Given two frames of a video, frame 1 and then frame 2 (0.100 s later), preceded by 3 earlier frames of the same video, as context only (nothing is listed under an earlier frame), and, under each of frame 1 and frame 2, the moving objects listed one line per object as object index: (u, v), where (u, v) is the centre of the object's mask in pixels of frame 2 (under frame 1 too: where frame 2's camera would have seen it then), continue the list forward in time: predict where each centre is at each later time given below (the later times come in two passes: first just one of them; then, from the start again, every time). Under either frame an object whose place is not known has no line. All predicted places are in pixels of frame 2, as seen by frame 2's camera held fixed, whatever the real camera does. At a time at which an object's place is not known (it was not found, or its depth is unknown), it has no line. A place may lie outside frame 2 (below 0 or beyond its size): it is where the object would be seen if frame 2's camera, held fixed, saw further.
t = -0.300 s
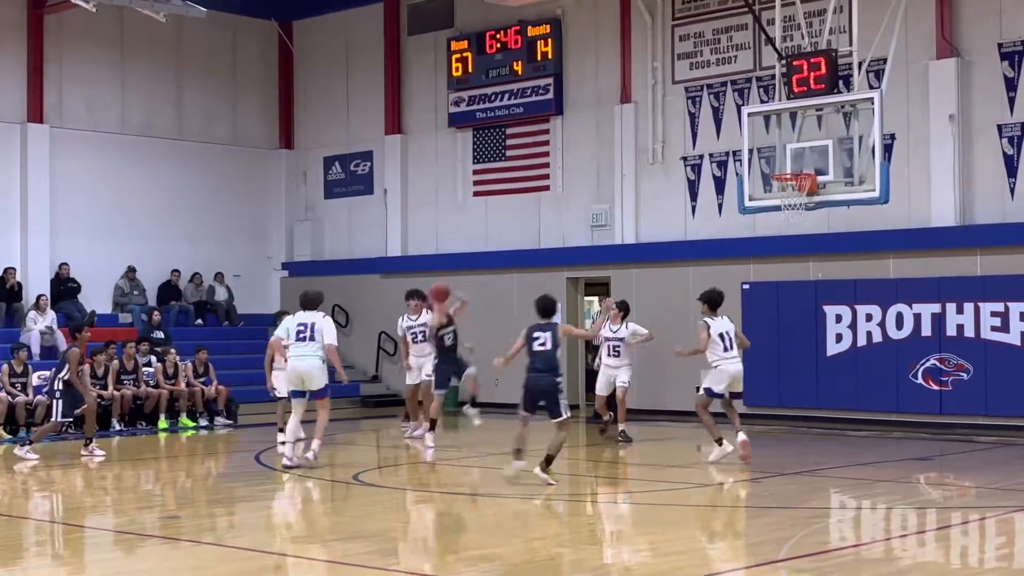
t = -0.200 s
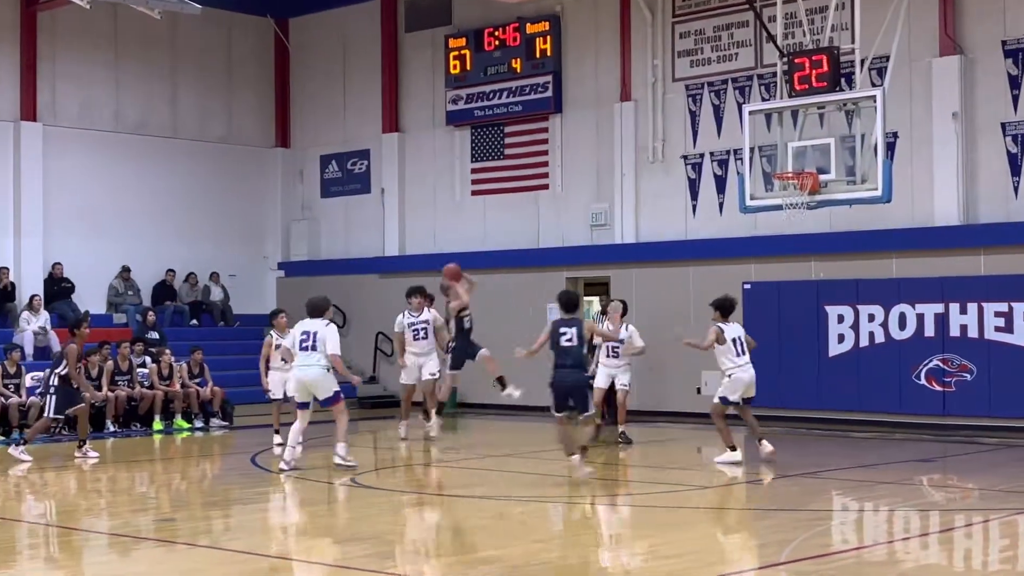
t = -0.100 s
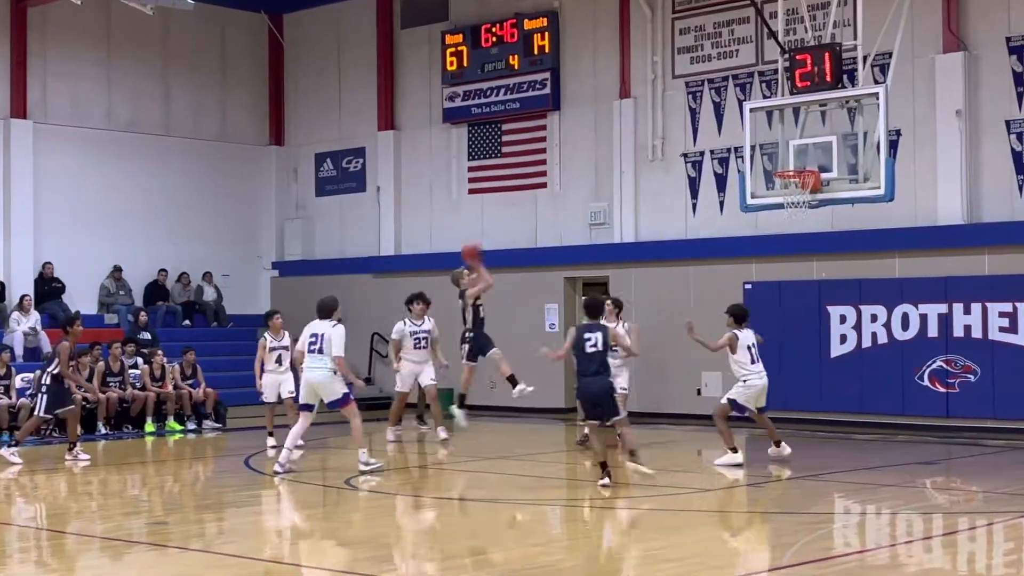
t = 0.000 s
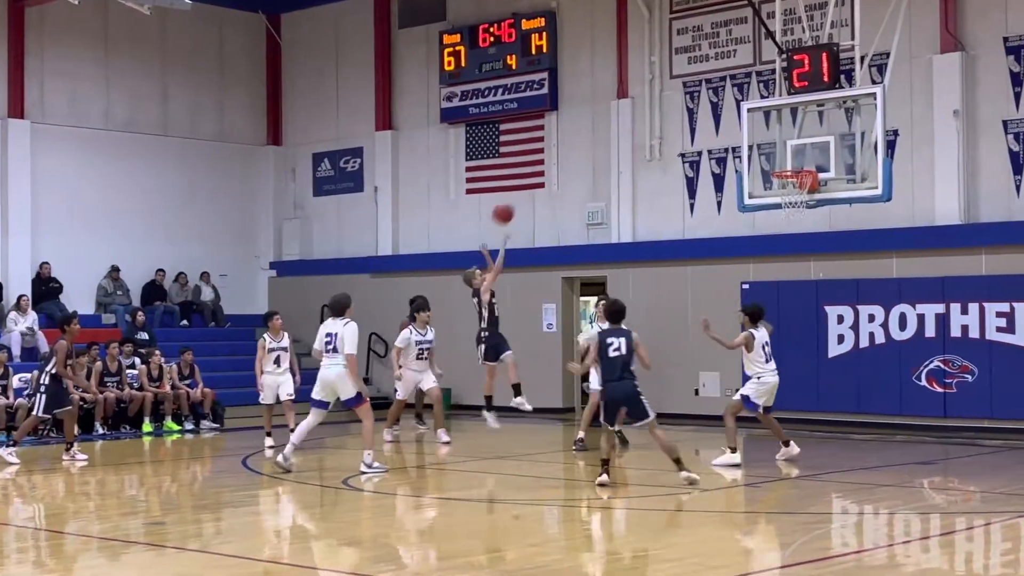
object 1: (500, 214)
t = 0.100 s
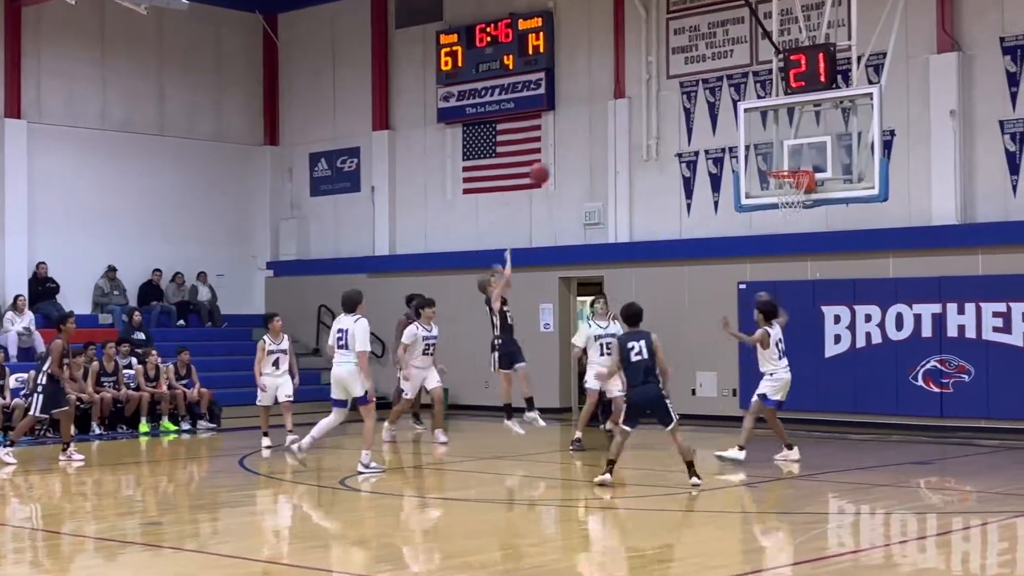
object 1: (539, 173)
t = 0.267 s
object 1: (603, 129)
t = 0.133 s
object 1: (552, 163)
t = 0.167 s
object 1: (565, 152)
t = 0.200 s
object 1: (578, 144)
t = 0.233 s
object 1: (591, 135)
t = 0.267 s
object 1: (603, 129)
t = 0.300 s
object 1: (617, 123)
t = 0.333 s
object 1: (629, 118)
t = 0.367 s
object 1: (642, 113)
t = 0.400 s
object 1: (655, 110)
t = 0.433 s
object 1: (668, 108)
